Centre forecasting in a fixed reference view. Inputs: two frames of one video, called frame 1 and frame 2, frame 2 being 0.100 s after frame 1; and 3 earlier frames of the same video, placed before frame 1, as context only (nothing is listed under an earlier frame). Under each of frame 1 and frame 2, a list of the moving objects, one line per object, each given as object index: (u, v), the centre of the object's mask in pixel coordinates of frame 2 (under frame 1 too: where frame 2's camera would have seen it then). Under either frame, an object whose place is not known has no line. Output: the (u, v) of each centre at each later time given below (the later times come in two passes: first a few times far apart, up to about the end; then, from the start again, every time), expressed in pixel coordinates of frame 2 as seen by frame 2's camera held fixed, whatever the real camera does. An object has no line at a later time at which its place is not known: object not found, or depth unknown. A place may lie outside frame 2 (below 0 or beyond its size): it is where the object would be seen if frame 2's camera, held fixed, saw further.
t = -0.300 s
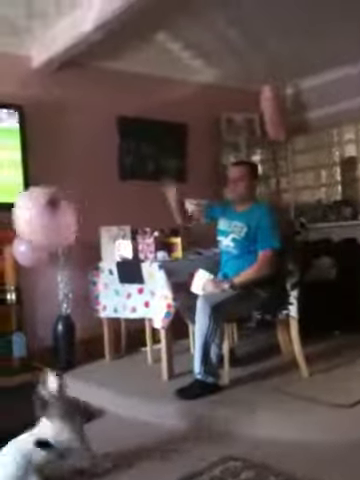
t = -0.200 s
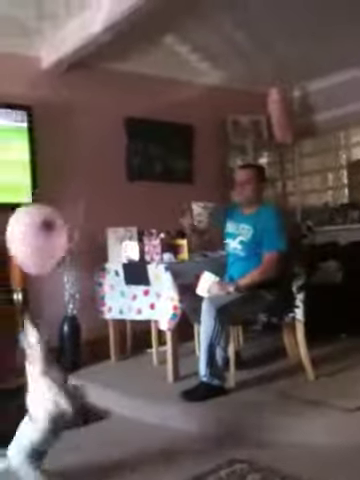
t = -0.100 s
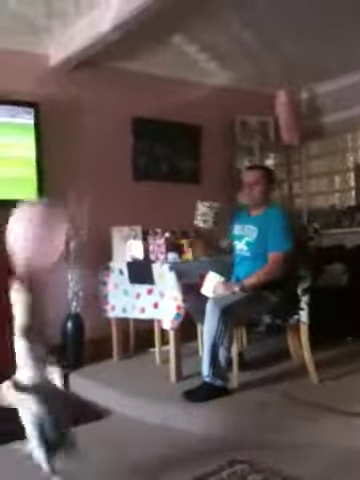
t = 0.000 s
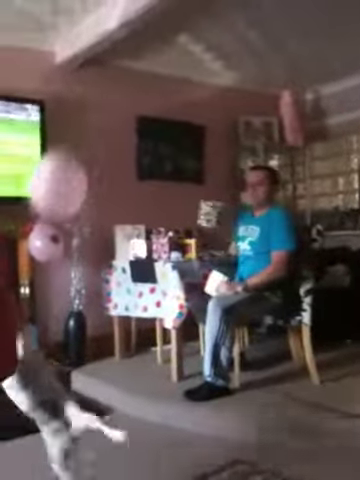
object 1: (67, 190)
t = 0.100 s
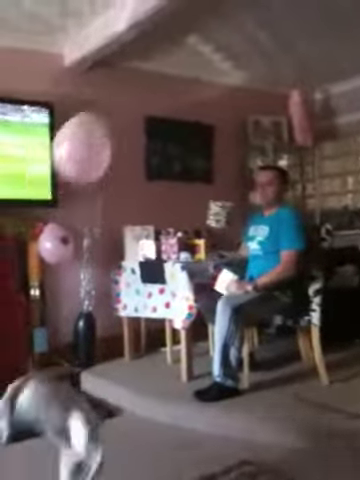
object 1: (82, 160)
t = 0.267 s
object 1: (105, 103)
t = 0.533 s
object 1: (129, 88)
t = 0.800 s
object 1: (149, 92)
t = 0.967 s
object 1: (158, 105)
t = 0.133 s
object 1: (86, 149)
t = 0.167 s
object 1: (91, 138)
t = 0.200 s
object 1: (95, 121)
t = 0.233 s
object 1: (100, 118)
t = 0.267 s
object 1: (105, 103)
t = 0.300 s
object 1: (109, 101)
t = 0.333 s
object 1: (112, 103)
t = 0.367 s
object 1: (116, 95)
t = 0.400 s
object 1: (119, 92)
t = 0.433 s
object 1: (122, 88)
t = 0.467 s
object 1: (125, 89)
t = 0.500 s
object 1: (127, 87)
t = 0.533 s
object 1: (129, 88)
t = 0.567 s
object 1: (132, 87)
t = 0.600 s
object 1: (135, 87)
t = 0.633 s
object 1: (137, 88)
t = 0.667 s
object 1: (141, 89)
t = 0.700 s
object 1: (143, 89)
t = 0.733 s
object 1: (145, 88)
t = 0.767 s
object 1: (147, 93)
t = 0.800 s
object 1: (149, 92)
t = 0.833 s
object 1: (151, 93)
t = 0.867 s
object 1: (153, 95)
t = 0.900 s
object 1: (154, 98)
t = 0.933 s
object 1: (156, 101)
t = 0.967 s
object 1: (158, 105)
